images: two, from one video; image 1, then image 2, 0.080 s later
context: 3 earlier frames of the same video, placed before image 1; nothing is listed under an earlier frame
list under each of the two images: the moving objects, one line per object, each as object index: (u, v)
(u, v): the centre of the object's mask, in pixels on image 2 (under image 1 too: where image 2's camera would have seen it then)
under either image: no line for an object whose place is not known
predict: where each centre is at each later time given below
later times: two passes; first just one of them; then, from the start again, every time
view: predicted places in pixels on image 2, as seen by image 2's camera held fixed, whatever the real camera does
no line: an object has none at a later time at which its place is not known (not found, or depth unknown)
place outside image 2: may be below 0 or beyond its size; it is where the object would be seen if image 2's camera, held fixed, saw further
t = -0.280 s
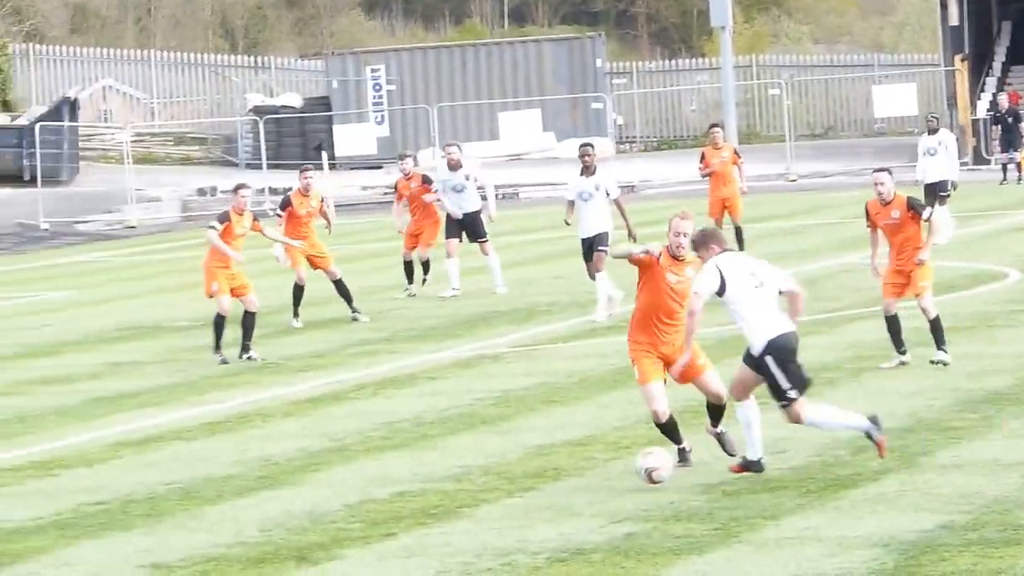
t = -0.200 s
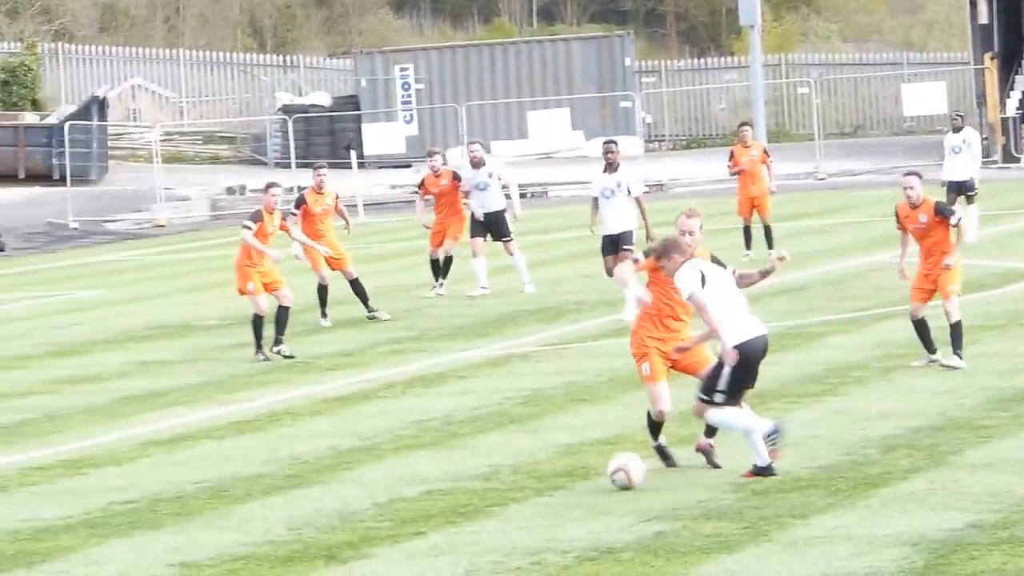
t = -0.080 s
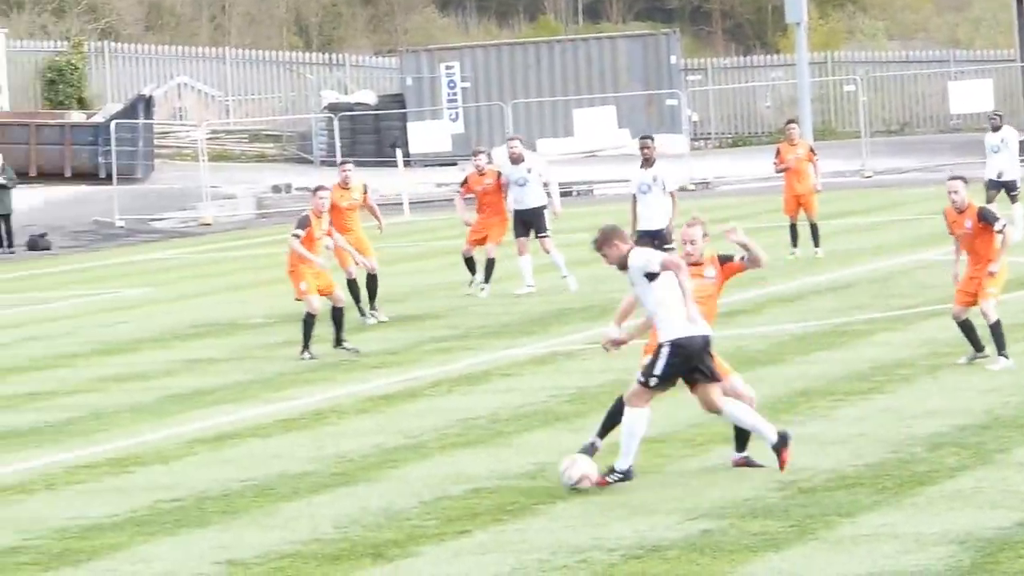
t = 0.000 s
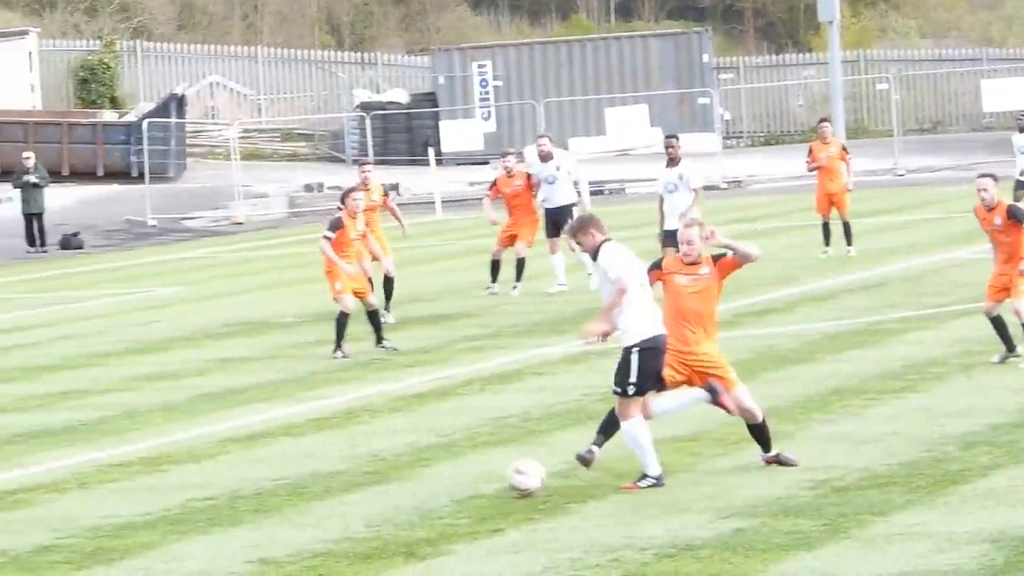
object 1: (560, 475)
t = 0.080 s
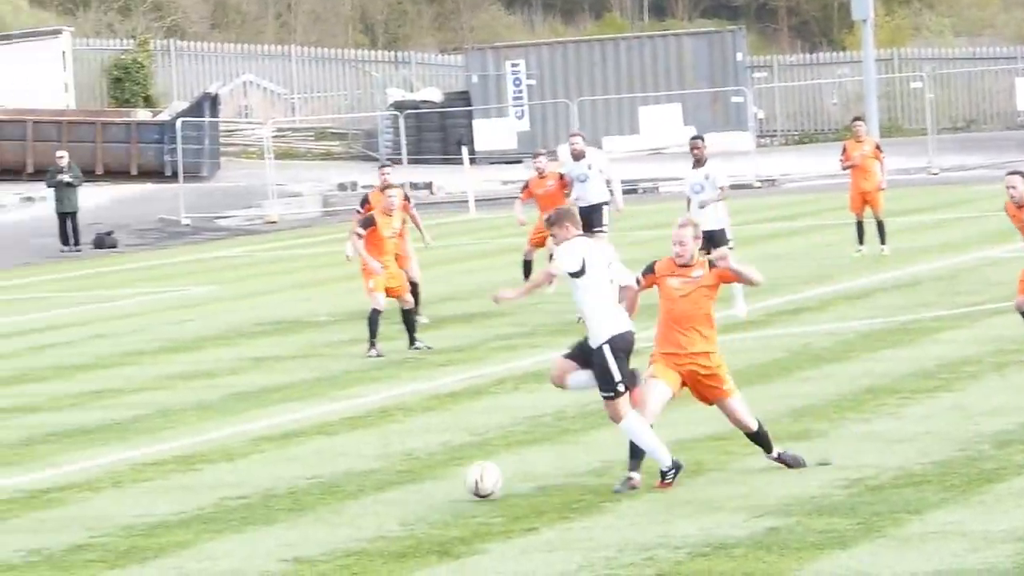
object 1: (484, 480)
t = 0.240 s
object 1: (340, 487)
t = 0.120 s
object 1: (444, 484)
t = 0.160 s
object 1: (407, 486)
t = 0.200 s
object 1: (374, 485)
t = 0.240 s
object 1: (340, 487)
